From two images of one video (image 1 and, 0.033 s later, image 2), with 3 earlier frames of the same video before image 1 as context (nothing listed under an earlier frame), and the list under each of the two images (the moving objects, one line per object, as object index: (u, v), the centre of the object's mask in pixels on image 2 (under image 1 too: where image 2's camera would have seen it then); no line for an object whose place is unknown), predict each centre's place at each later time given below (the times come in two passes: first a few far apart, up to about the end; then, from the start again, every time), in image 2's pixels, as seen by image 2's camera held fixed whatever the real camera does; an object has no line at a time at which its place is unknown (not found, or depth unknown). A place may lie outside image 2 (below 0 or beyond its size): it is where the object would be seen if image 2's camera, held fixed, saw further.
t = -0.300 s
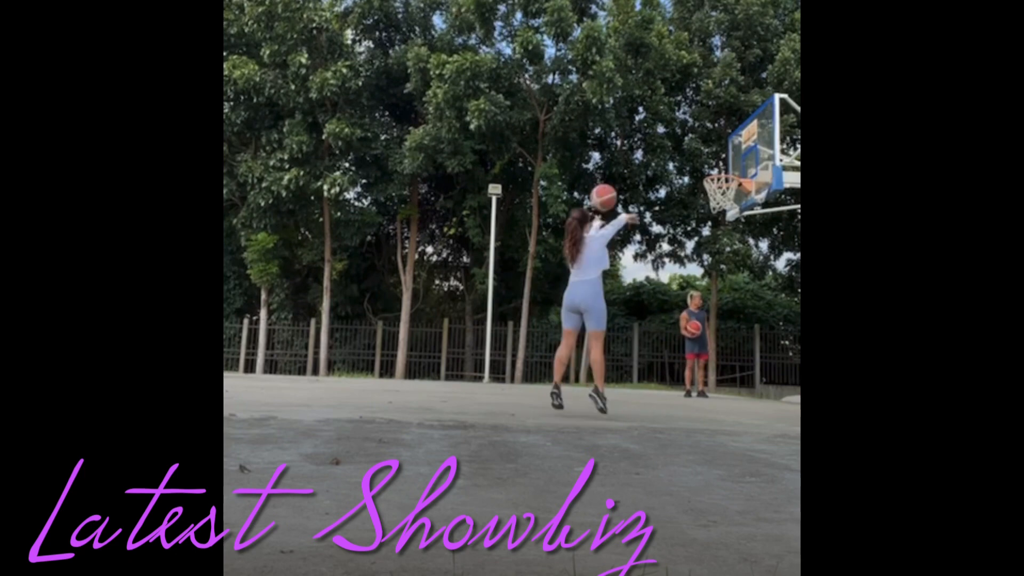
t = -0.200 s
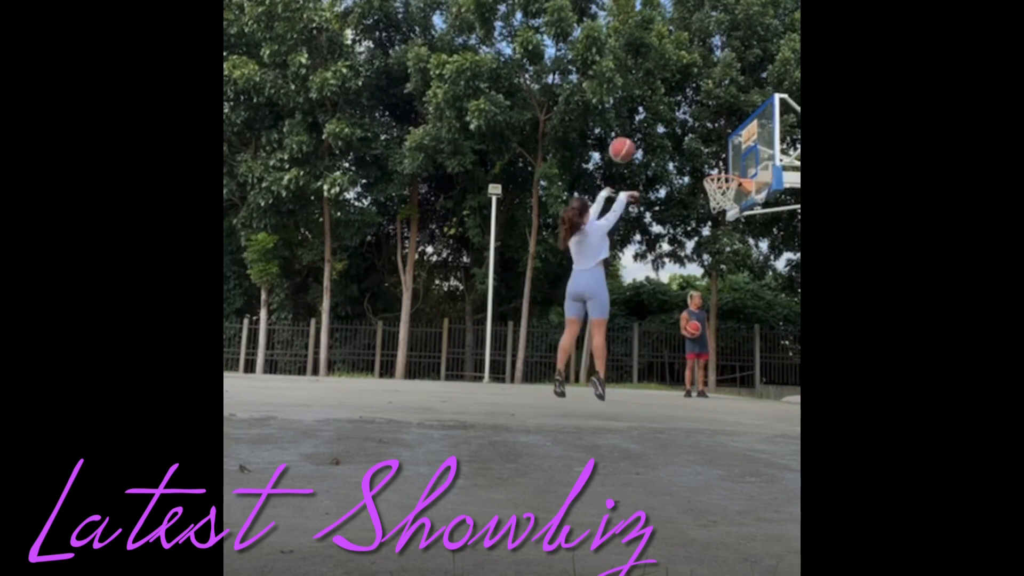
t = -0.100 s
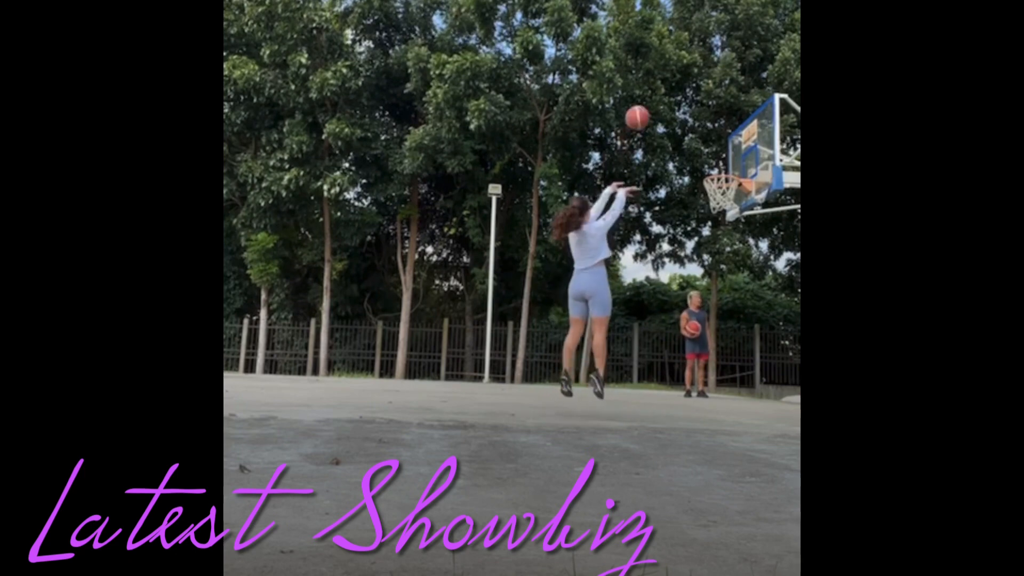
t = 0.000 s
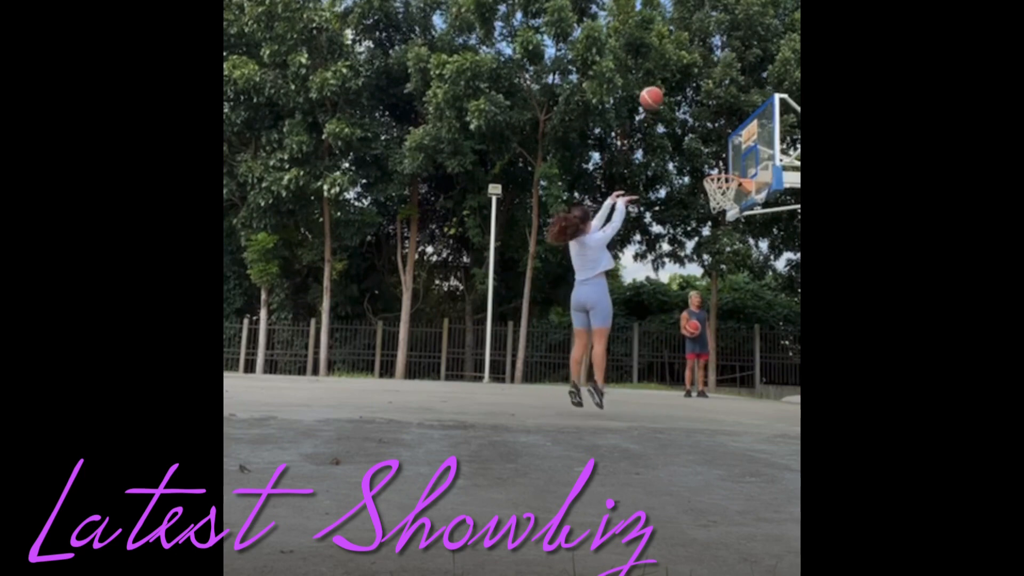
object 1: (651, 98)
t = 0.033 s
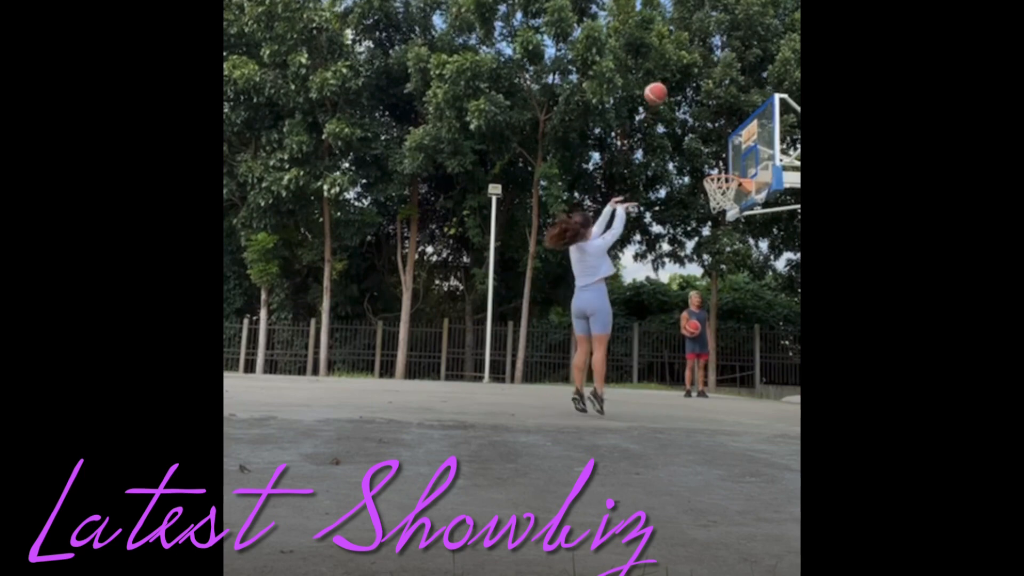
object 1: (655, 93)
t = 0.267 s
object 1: (683, 90)
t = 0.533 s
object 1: (709, 133)
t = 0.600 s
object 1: (714, 150)
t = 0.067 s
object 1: (660, 90)
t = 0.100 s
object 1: (664, 88)
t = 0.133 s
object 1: (667, 86)
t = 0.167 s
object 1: (671, 86)
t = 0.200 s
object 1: (675, 86)
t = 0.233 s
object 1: (679, 87)
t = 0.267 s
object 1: (683, 90)
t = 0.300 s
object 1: (686, 92)
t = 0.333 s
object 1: (689, 96)
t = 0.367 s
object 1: (693, 100)
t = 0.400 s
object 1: (697, 106)
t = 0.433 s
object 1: (700, 111)
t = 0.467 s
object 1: (702, 118)
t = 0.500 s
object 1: (706, 125)
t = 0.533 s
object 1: (709, 133)
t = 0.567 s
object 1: (712, 141)
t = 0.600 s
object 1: (714, 150)
